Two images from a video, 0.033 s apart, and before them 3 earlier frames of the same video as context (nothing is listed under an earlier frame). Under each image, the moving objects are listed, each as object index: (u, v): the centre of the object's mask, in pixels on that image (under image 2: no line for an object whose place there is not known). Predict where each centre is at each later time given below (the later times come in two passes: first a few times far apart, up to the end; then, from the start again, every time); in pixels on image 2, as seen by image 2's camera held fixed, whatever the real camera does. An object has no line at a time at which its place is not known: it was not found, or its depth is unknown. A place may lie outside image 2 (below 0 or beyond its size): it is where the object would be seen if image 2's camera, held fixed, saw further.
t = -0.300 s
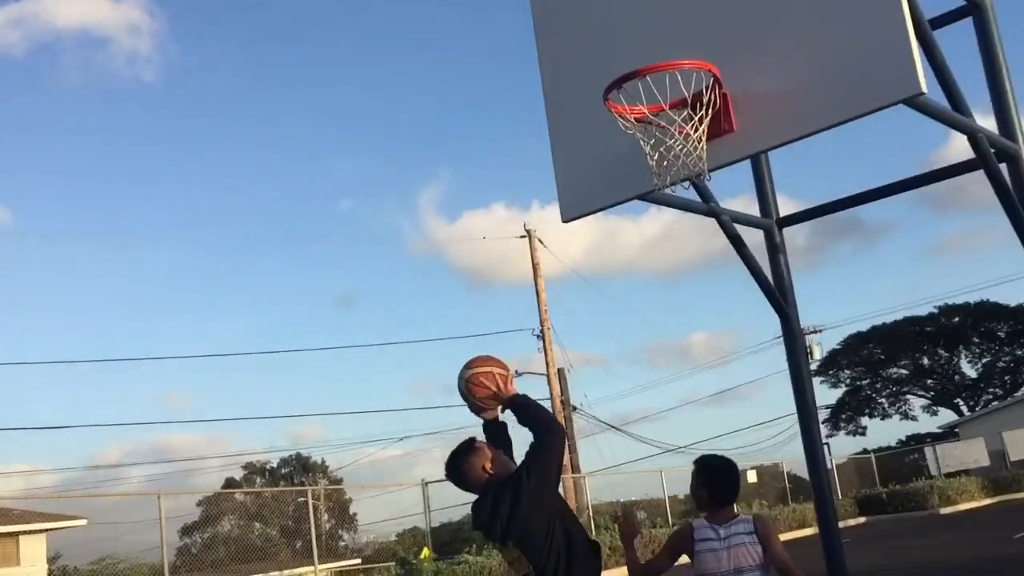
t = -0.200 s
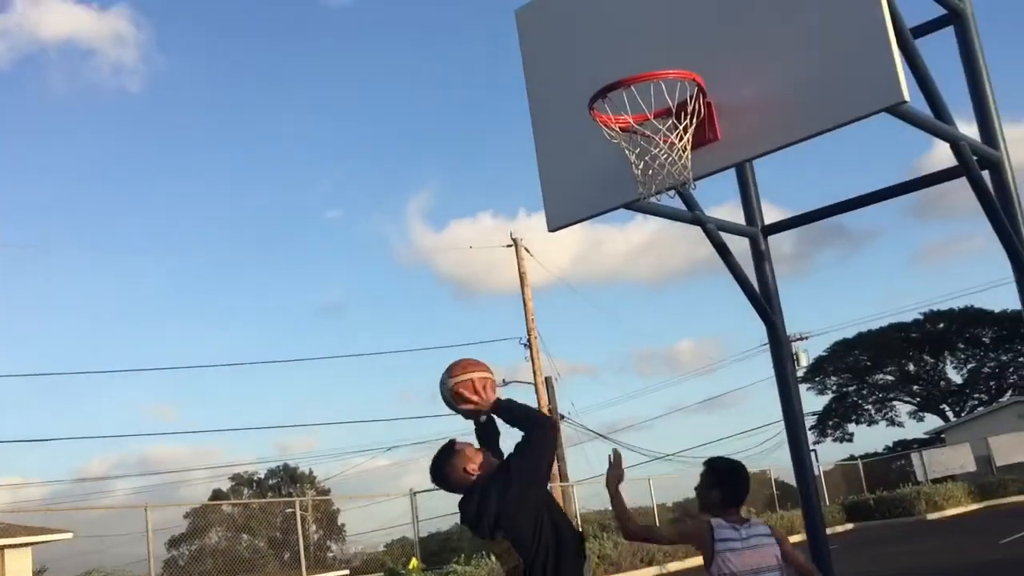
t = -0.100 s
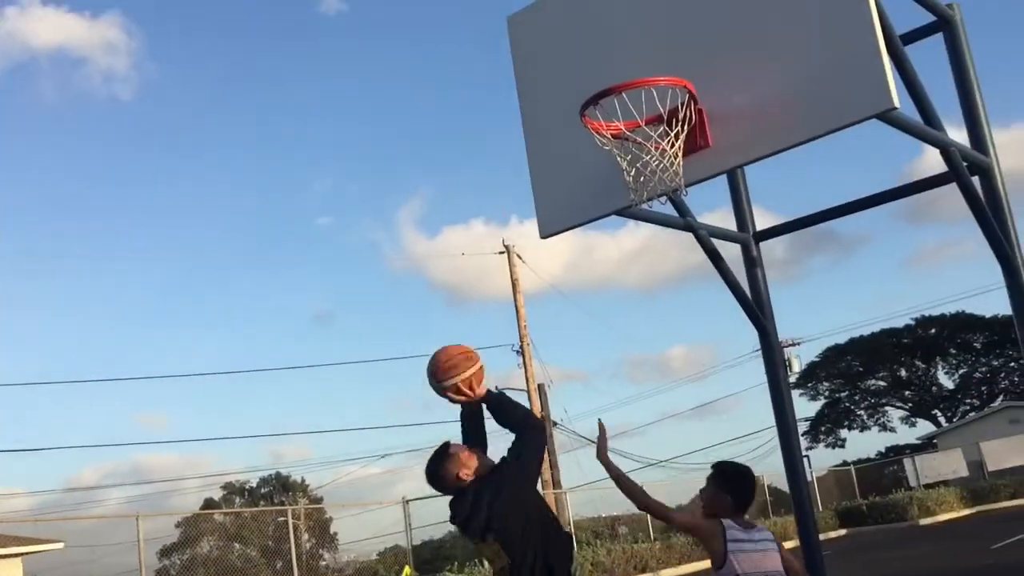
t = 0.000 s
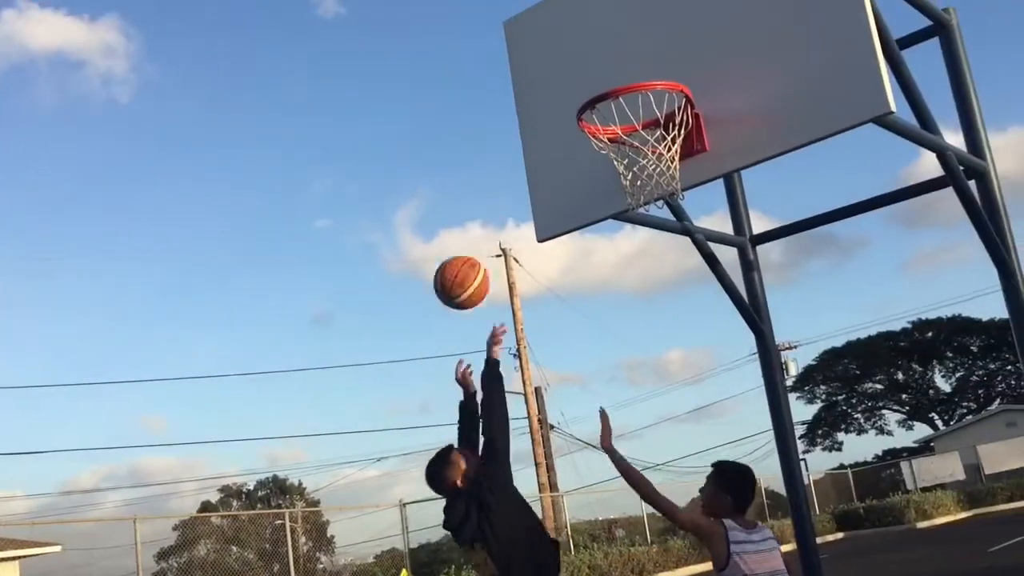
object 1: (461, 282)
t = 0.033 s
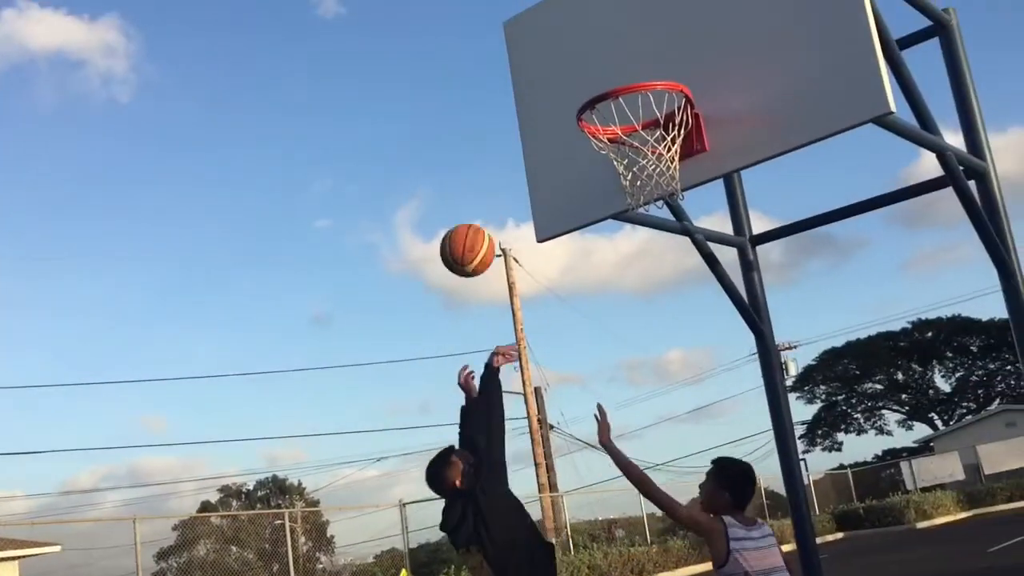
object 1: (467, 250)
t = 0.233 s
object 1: (511, 113)
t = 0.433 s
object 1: (565, 59)
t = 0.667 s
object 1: (629, 84)
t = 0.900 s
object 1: (616, 72)
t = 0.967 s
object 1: (610, 73)
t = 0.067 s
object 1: (474, 220)
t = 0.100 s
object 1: (481, 194)
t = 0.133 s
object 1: (488, 170)
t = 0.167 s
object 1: (495, 148)
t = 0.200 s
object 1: (503, 130)
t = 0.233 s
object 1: (511, 113)
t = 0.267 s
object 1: (520, 98)
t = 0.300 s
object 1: (528, 86)
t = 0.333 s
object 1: (537, 76)
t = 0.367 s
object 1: (546, 68)
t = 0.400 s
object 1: (556, 63)
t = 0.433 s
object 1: (565, 59)
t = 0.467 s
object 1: (576, 58)
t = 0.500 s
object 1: (586, 58)
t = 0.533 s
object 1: (597, 61)
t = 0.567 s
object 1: (608, 65)
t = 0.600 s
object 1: (619, 68)
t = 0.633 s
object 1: (624, 71)
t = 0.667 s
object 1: (629, 84)
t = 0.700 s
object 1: (632, 96)
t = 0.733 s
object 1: (632, 94)
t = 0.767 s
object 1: (626, 80)
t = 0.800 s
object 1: (622, 70)
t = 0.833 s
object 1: (620, 69)
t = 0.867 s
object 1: (618, 70)
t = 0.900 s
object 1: (616, 72)
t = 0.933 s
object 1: (613, 73)
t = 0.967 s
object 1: (610, 73)
